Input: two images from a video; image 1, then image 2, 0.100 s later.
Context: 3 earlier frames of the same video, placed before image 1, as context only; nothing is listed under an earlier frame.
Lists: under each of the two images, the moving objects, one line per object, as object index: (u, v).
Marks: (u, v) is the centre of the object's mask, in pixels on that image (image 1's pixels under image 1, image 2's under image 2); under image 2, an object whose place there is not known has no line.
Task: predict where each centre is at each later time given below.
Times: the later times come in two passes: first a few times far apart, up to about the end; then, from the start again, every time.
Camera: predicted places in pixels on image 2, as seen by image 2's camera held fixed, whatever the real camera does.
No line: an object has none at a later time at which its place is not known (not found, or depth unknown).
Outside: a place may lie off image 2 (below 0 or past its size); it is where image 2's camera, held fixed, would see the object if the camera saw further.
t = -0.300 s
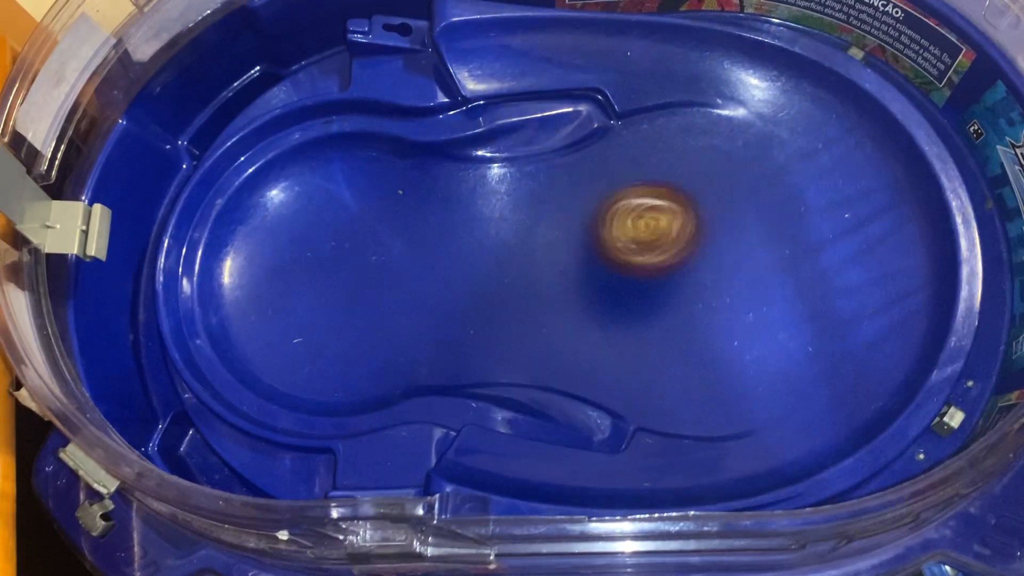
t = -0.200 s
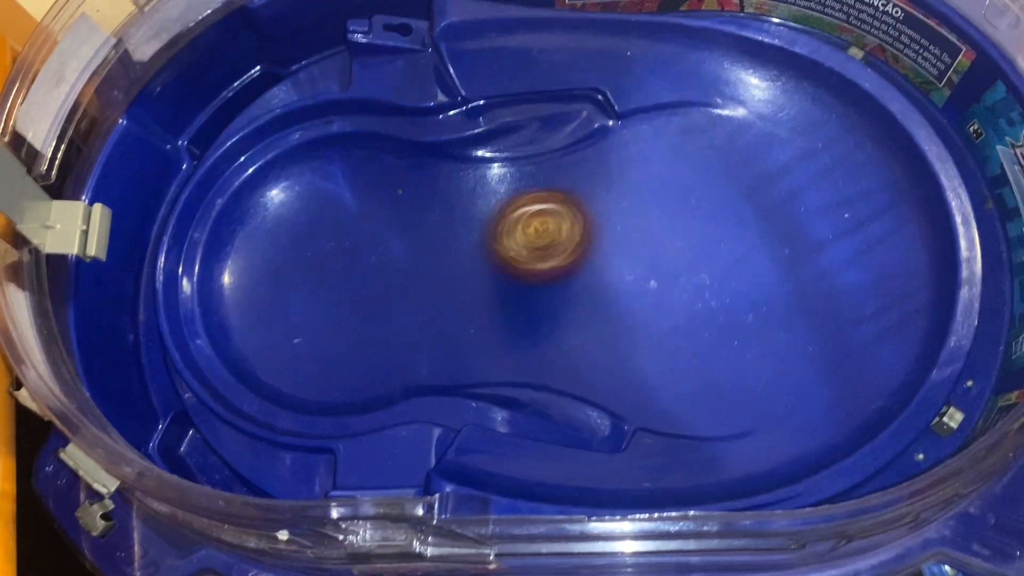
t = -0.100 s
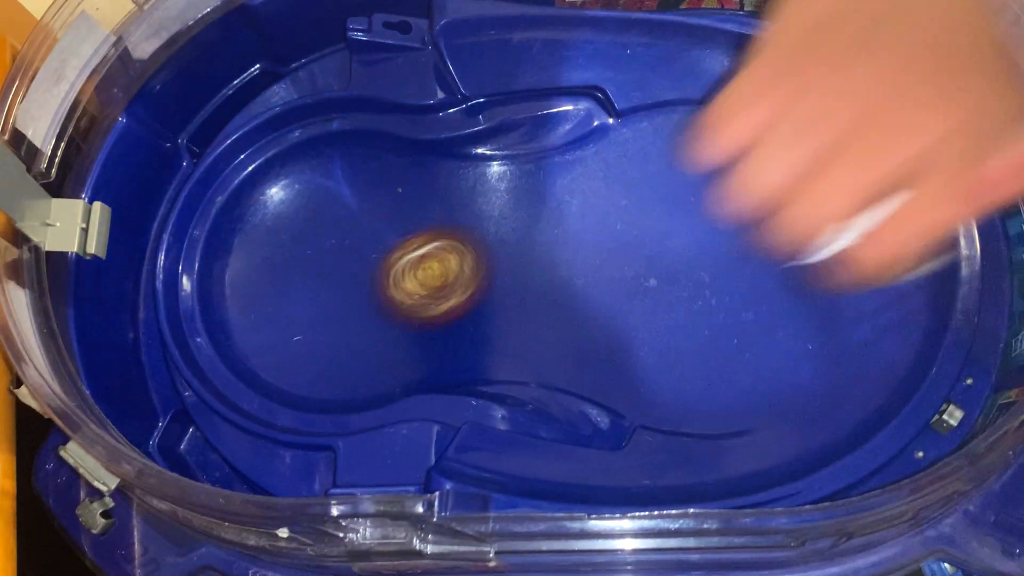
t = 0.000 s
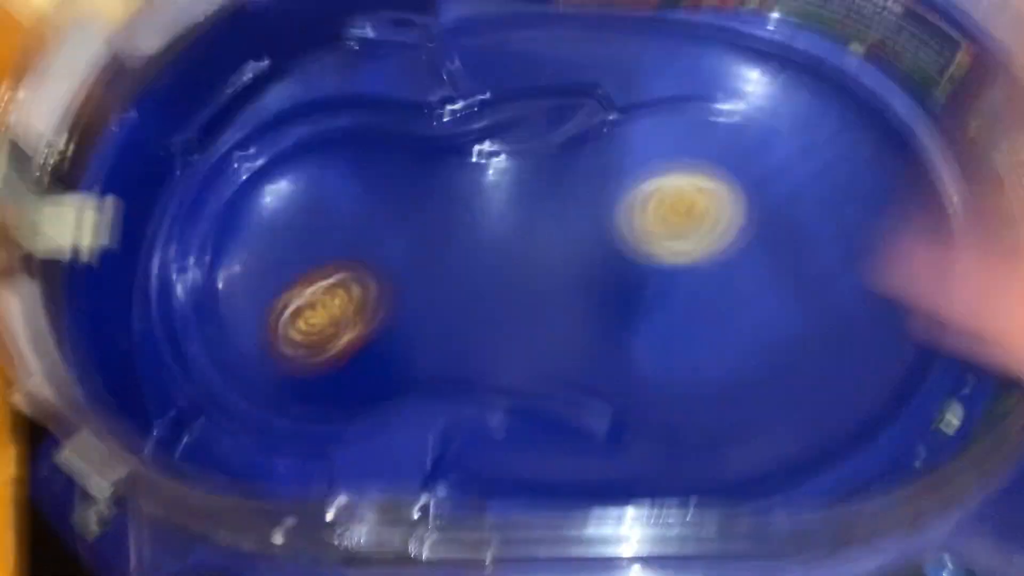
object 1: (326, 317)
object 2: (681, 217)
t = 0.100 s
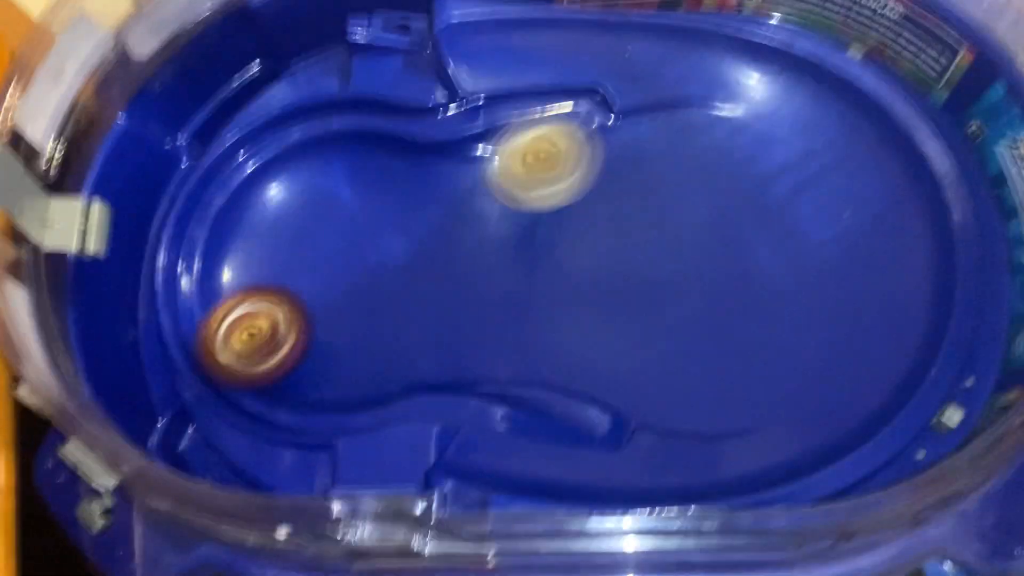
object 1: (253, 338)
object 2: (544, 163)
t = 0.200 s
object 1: (275, 312)
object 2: (455, 267)
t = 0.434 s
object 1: (308, 255)
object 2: (343, 425)
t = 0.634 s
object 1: (241, 251)
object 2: (284, 446)
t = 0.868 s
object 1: (351, 337)
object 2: (221, 425)
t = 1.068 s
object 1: (505, 200)
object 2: (264, 455)
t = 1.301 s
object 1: (574, 203)
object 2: (217, 440)
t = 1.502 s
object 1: (659, 270)
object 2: (231, 449)
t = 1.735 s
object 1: (812, 171)
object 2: (230, 448)
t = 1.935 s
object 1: (698, 99)
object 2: (259, 455)
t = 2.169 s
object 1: (602, 340)
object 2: (248, 456)
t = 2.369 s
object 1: (847, 398)
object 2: (223, 446)
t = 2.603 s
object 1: (773, 63)
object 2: (253, 455)
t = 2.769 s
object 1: (439, 189)
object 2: (211, 439)
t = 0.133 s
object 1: (254, 329)
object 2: (504, 173)
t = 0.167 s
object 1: (264, 322)
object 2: (477, 217)
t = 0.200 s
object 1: (275, 312)
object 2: (455, 267)
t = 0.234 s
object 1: (286, 303)
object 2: (435, 322)
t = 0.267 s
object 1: (295, 293)
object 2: (413, 350)
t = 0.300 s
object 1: (302, 285)
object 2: (393, 371)
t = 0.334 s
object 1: (307, 276)
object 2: (377, 390)
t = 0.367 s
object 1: (310, 269)
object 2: (363, 402)
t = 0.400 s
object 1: (310, 262)
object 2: (353, 412)
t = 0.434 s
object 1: (308, 255)
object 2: (343, 425)
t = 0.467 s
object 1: (302, 249)
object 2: (330, 437)
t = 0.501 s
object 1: (294, 245)
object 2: (325, 436)
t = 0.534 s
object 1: (282, 243)
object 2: (317, 436)
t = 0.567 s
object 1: (268, 241)
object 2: (310, 437)
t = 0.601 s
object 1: (254, 245)
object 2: (299, 442)
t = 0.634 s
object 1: (241, 251)
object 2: (284, 446)
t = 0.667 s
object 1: (234, 261)
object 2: (255, 453)
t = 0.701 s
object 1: (234, 276)
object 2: (235, 451)
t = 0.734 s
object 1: (241, 295)
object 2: (220, 442)
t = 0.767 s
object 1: (257, 314)
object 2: (210, 438)
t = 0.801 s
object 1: (283, 331)
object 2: (206, 434)
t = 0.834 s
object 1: (315, 339)
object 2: (206, 430)
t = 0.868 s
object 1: (351, 337)
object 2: (221, 425)
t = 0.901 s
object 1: (385, 325)
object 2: (236, 422)
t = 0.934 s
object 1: (418, 305)
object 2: (246, 422)
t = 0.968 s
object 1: (448, 279)
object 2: (253, 427)
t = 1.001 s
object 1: (472, 251)
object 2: (257, 435)
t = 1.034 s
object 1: (491, 224)
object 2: (259, 444)
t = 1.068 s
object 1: (505, 200)
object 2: (264, 455)
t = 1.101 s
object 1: (517, 183)
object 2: (267, 456)
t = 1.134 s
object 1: (528, 171)
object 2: (268, 451)
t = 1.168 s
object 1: (539, 166)
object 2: (269, 452)
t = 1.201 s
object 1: (548, 167)
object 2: (262, 450)
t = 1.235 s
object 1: (557, 175)
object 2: (243, 450)
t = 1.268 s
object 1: (566, 187)
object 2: (229, 447)
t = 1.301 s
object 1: (574, 203)
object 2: (217, 440)
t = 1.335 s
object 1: (581, 220)
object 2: (209, 438)
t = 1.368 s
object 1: (588, 235)
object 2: (208, 437)
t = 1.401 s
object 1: (597, 250)
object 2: (214, 439)
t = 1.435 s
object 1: (613, 261)
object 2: (222, 446)
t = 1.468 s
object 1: (633, 268)
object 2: (227, 448)
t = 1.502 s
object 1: (659, 270)
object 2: (231, 449)
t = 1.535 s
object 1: (689, 268)
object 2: (235, 451)
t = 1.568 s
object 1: (719, 261)
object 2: (238, 452)
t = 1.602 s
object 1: (746, 249)
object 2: (240, 453)
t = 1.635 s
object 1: (771, 234)
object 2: (240, 453)
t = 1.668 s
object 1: (791, 215)
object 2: (237, 451)
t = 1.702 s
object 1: (805, 194)
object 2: (233, 451)
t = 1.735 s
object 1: (812, 171)
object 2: (230, 448)
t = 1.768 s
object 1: (812, 148)
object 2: (226, 447)
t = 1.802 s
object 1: (805, 126)
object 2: (227, 447)
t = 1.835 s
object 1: (788, 109)
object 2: (229, 449)
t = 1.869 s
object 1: (764, 97)
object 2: (238, 448)
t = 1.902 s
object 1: (732, 92)
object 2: (247, 455)
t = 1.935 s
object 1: (698, 99)
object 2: (259, 455)
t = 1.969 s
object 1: (662, 117)
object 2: (267, 456)
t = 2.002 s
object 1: (633, 144)
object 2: (265, 452)
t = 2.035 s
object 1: (609, 178)
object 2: (256, 456)
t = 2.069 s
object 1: (594, 219)
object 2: (257, 458)
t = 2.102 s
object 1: (587, 260)
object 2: (257, 455)
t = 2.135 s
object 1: (590, 300)
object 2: (253, 455)
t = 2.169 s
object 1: (602, 340)
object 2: (248, 456)
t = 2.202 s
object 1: (627, 376)
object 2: (243, 454)
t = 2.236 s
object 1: (665, 397)
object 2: (238, 452)
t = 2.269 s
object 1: (711, 402)
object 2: (235, 451)
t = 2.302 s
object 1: (759, 415)
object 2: (230, 448)
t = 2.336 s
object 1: (806, 416)
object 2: (225, 447)
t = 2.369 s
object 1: (847, 398)
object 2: (223, 446)
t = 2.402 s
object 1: (879, 360)
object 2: (221, 446)
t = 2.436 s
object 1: (898, 318)
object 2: (223, 448)
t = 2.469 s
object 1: (907, 263)
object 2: (229, 450)
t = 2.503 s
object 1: (902, 204)
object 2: (236, 452)
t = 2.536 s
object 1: (884, 144)
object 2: (239, 452)
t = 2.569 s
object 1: (839, 89)
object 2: (245, 454)
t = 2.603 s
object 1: (773, 63)
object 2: (253, 455)
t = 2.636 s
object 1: (699, 54)
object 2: (260, 457)
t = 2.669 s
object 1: (629, 63)
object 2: (264, 458)
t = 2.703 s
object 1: (555, 85)
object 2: (260, 453)
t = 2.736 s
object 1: (494, 133)
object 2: (234, 446)
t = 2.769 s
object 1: (439, 189)
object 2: (211, 439)
